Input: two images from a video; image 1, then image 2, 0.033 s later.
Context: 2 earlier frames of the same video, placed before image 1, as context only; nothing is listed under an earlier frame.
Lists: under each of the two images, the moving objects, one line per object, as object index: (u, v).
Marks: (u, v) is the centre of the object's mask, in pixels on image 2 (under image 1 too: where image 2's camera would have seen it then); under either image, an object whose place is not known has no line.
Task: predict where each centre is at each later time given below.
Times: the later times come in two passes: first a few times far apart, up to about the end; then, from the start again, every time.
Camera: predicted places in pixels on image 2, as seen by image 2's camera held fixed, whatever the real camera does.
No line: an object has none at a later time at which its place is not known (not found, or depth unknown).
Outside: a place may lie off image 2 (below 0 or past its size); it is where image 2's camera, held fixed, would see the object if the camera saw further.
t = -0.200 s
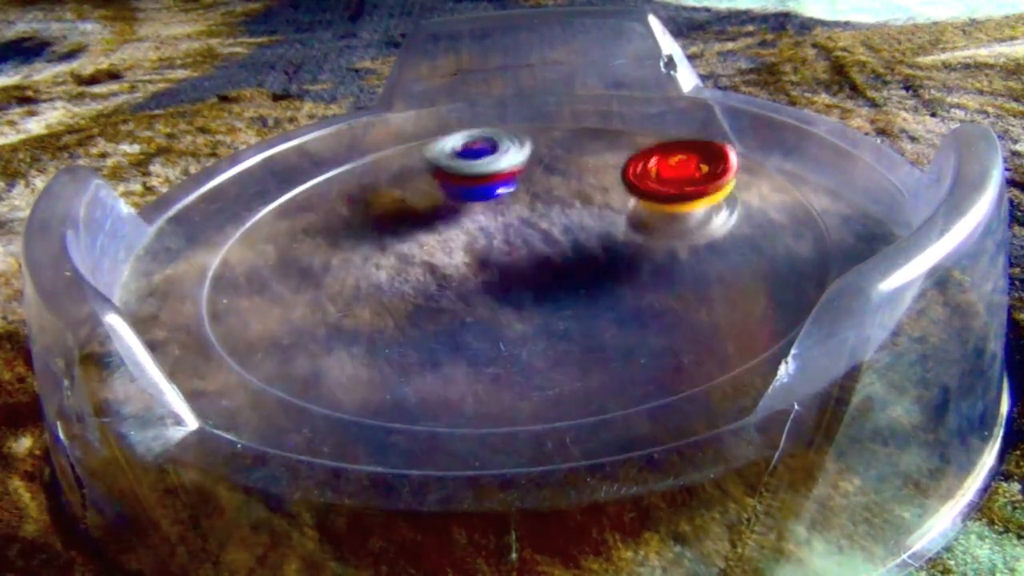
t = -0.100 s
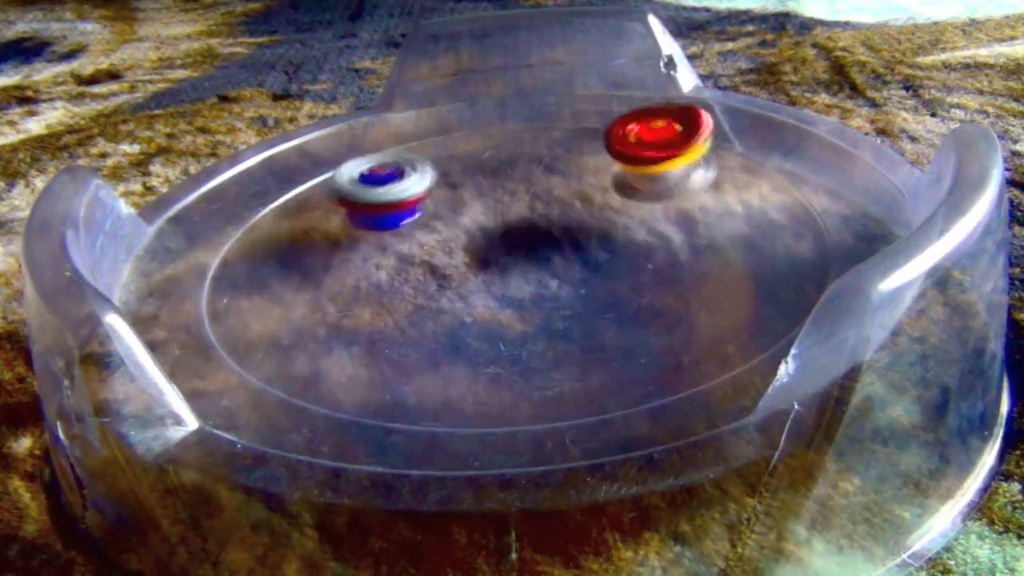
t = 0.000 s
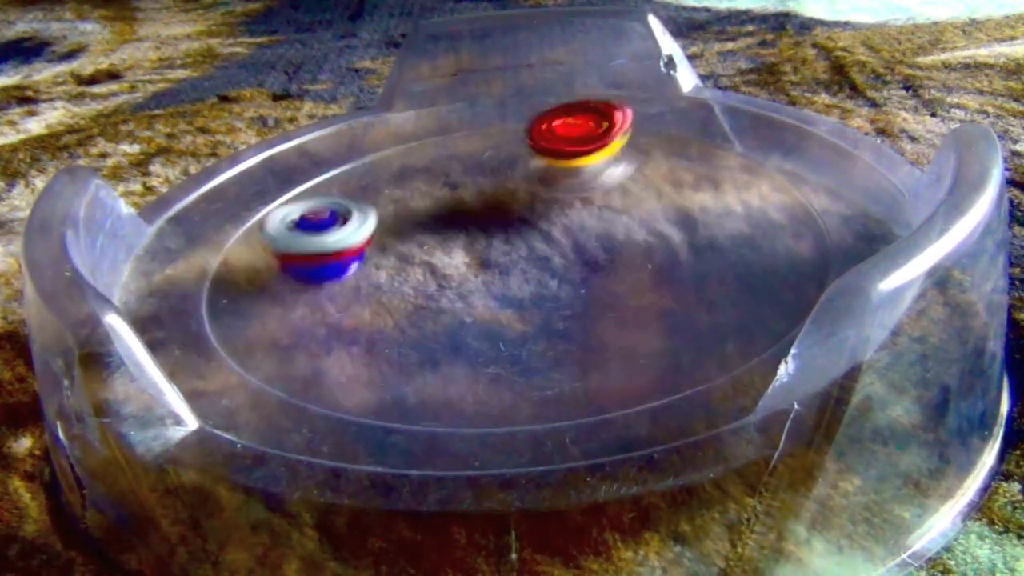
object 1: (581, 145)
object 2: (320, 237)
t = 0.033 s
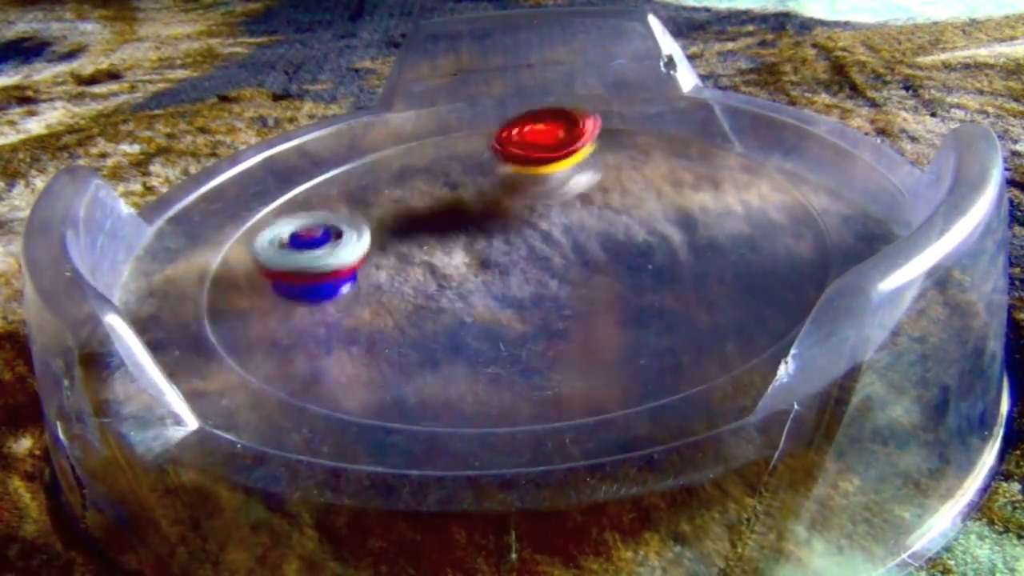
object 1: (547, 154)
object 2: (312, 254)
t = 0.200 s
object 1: (408, 228)
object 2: (409, 329)
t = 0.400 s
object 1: (385, 317)
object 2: (654, 289)
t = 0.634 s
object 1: (584, 324)
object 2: (600, 188)
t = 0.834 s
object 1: (575, 236)
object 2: (403, 191)
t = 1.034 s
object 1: (421, 182)
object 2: (290, 271)
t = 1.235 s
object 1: (278, 183)
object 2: (475, 334)
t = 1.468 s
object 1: (361, 272)
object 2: (650, 233)
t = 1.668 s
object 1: (597, 256)
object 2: (528, 170)
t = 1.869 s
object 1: (684, 170)
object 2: (349, 195)
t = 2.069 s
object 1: (541, 171)
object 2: (331, 296)
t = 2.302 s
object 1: (392, 277)
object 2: (607, 296)
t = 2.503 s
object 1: (429, 340)
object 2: (655, 200)
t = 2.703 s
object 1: (569, 307)
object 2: (493, 171)
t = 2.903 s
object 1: (512, 222)
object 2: (334, 234)
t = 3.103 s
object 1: (385, 173)
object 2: (392, 325)
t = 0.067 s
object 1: (512, 167)
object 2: (311, 274)
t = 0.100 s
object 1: (481, 181)
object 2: (322, 291)
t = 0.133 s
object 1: (453, 196)
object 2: (341, 307)
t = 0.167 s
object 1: (428, 213)
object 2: (372, 321)
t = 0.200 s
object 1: (408, 228)
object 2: (409, 329)
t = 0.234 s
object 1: (391, 247)
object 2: (455, 335)
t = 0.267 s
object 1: (379, 264)
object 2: (501, 333)
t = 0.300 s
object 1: (371, 279)
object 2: (548, 328)
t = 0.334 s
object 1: (369, 294)
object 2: (593, 318)
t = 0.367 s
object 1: (373, 307)
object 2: (626, 304)
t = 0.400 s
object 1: (385, 317)
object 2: (654, 289)
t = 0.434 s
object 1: (403, 328)
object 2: (670, 272)
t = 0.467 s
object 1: (426, 337)
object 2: (678, 254)
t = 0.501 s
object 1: (454, 343)
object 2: (676, 237)
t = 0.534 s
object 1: (487, 345)
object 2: (666, 221)
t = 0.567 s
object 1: (521, 342)
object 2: (649, 208)
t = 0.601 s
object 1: (557, 335)
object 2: (625, 196)
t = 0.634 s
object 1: (584, 324)
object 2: (600, 188)
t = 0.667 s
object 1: (606, 311)
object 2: (568, 181)
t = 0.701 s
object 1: (617, 296)
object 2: (535, 179)
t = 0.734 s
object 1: (618, 280)
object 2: (503, 177)
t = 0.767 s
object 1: (610, 264)
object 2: (469, 181)
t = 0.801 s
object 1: (595, 250)
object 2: (435, 185)
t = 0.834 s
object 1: (575, 236)
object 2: (403, 191)
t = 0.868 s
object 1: (552, 224)
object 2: (373, 199)
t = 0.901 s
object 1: (526, 213)
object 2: (346, 209)
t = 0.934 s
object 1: (500, 203)
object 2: (322, 224)
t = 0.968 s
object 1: (473, 196)
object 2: (305, 238)
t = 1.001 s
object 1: (446, 190)
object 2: (292, 254)
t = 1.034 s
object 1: (421, 182)
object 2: (290, 271)
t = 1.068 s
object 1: (396, 178)
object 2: (295, 287)
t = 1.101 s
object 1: (371, 174)
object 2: (312, 305)
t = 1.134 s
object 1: (345, 173)
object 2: (339, 318)
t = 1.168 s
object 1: (322, 174)
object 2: (381, 329)
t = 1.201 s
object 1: (297, 177)
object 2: (424, 333)
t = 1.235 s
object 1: (278, 183)
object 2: (475, 334)
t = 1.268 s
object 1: (264, 191)
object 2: (521, 327)
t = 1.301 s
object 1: (259, 202)
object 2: (567, 316)
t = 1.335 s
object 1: (261, 215)
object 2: (600, 302)
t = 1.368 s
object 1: (272, 230)
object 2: (628, 285)
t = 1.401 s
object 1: (293, 245)
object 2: (643, 270)
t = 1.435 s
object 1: (324, 259)
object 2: (650, 250)
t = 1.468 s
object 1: (361, 272)
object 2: (650, 233)
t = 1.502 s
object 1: (403, 279)
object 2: (641, 219)
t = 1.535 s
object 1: (446, 281)
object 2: (627, 204)
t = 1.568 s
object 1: (488, 280)
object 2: (606, 191)
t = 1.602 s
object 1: (527, 274)
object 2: (584, 181)
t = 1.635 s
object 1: (563, 267)
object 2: (557, 173)
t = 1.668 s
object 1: (597, 256)
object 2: (528, 170)
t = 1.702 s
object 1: (625, 244)
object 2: (496, 168)
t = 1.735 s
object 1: (649, 229)
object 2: (466, 168)
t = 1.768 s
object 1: (667, 214)
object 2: (435, 171)
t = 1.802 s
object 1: (679, 200)
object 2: (405, 176)
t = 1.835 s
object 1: (685, 184)
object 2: (375, 184)
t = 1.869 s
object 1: (684, 170)
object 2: (349, 195)
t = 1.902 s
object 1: (675, 159)
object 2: (327, 208)
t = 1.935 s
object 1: (658, 152)
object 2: (310, 226)
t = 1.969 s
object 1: (634, 150)
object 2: (301, 242)
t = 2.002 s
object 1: (605, 151)
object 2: (301, 261)
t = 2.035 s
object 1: (574, 159)
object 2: (311, 279)
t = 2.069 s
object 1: (541, 171)
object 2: (331, 296)
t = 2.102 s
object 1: (511, 184)
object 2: (360, 308)
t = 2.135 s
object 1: (483, 201)
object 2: (398, 319)
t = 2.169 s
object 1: (459, 216)
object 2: (441, 323)
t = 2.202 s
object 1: (436, 231)
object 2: (486, 324)
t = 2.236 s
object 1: (419, 247)
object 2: (530, 318)
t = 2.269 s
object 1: (403, 263)
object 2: (573, 310)
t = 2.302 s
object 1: (392, 277)
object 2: (607, 296)
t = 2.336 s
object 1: (384, 291)
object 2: (637, 282)
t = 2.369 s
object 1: (383, 304)
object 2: (656, 264)
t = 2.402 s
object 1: (386, 315)
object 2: (668, 248)
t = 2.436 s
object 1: (395, 324)
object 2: (670, 231)
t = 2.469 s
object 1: (409, 333)
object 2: (667, 215)
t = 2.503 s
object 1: (429, 340)
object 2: (655, 200)
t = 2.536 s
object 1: (452, 344)
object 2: (637, 188)
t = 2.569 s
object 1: (479, 344)
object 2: (614, 178)
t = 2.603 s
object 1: (508, 339)
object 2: (588, 172)
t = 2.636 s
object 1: (532, 332)
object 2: (558, 168)
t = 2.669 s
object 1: (554, 320)
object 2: (527, 168)
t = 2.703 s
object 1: (569, 307)
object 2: (493, 171)
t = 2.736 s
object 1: (575, 293)
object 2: (461, 175)
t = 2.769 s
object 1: (572, 278)
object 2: (429, 183)
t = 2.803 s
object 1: (562, 263)
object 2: (398, 192)
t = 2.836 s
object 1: (549, 250)
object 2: (374, 204)
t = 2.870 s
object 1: (533, 236)
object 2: (351, 217)
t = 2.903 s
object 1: (512, 222)
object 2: (334, 234)
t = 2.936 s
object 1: (492, 212)
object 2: (323, 251)
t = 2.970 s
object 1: (470, 201)
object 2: (319, 267)
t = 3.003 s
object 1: (449, 194)
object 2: (325, 283)
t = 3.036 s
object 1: (427, 184)
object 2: (339, 299)
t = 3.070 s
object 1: (408, 177)
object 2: (361, 313)
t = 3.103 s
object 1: (385, 173)
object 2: (392, 325)
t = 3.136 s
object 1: (362, 169)
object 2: (429, 331)
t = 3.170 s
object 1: (341, 168)
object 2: (473, 335)
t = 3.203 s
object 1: (322, 172)
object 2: (516, 331)
